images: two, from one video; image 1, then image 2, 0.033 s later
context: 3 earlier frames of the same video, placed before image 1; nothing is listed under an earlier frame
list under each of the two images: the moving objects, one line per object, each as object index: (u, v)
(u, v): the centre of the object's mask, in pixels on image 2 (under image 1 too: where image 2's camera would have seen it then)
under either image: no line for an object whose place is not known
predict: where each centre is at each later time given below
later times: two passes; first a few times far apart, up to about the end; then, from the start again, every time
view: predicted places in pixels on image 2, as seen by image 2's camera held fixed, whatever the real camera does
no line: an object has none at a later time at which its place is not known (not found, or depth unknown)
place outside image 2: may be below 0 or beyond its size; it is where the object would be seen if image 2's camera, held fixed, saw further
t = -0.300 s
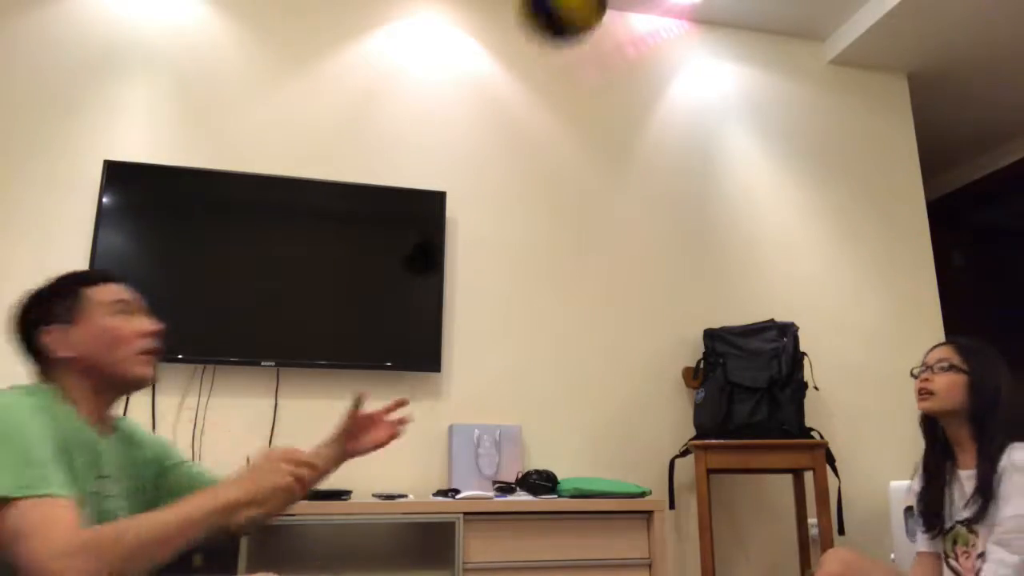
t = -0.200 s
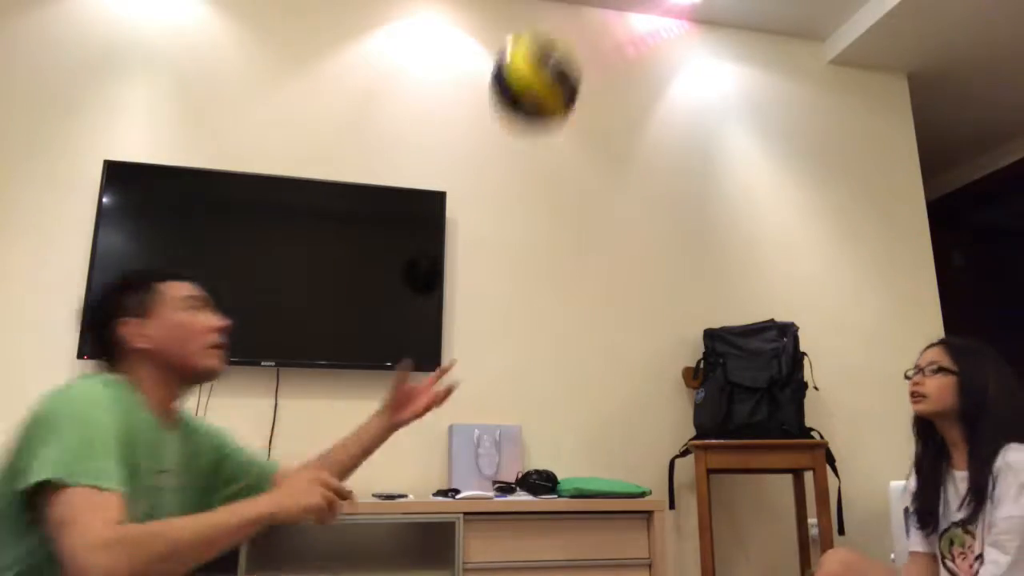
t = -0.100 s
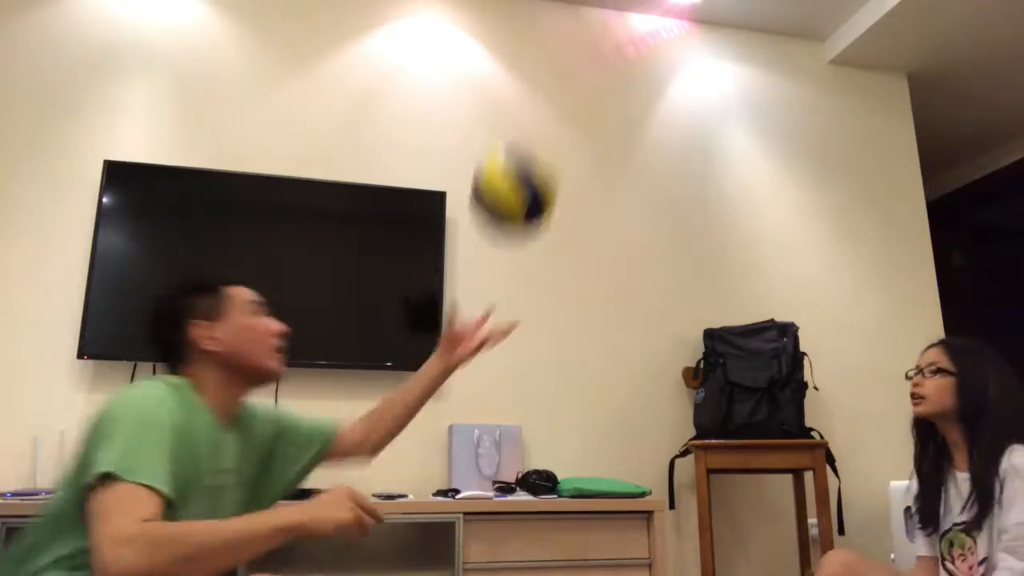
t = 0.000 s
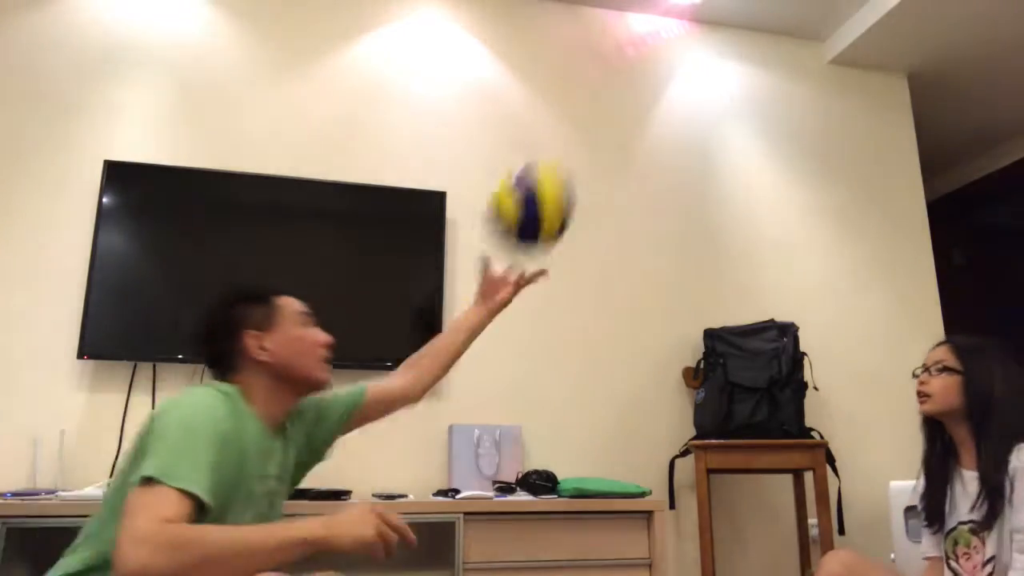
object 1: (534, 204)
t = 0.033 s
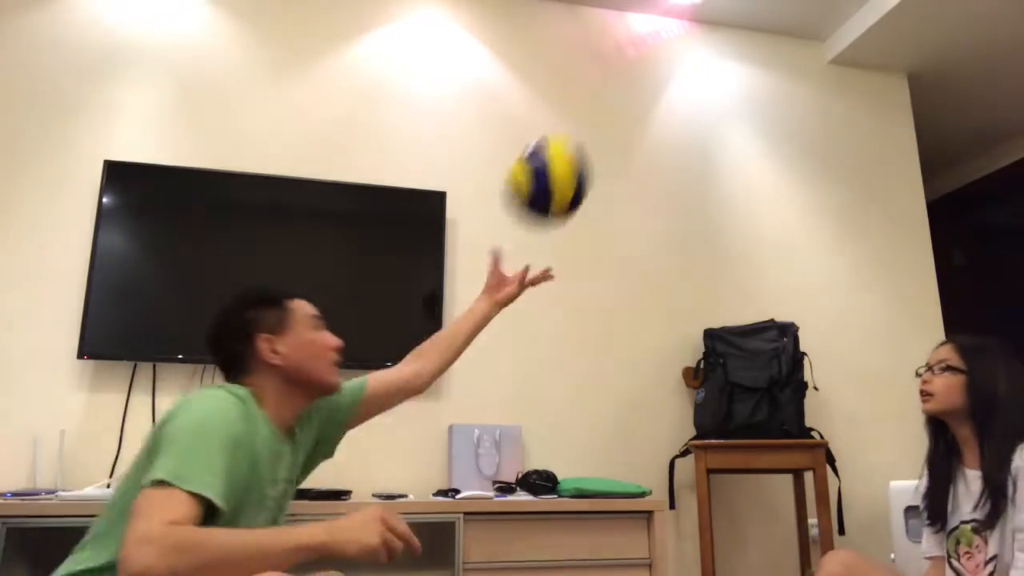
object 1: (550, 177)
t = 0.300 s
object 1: (678, 114)
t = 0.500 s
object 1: (780, 217)
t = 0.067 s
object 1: (565, 155)
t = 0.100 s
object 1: (582, 138)
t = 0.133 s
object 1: (599, 125)
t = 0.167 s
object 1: (616, 115)
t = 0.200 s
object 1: (631, 109)
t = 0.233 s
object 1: (646, 107)
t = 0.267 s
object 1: (662, 109)
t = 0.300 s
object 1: (678, 114)
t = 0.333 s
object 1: (696, 122)
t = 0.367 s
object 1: (712, 133)
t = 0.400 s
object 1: (728, 148)
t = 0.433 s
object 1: (745, 168)
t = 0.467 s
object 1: (763, 191)
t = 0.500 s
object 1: (780, 217)
